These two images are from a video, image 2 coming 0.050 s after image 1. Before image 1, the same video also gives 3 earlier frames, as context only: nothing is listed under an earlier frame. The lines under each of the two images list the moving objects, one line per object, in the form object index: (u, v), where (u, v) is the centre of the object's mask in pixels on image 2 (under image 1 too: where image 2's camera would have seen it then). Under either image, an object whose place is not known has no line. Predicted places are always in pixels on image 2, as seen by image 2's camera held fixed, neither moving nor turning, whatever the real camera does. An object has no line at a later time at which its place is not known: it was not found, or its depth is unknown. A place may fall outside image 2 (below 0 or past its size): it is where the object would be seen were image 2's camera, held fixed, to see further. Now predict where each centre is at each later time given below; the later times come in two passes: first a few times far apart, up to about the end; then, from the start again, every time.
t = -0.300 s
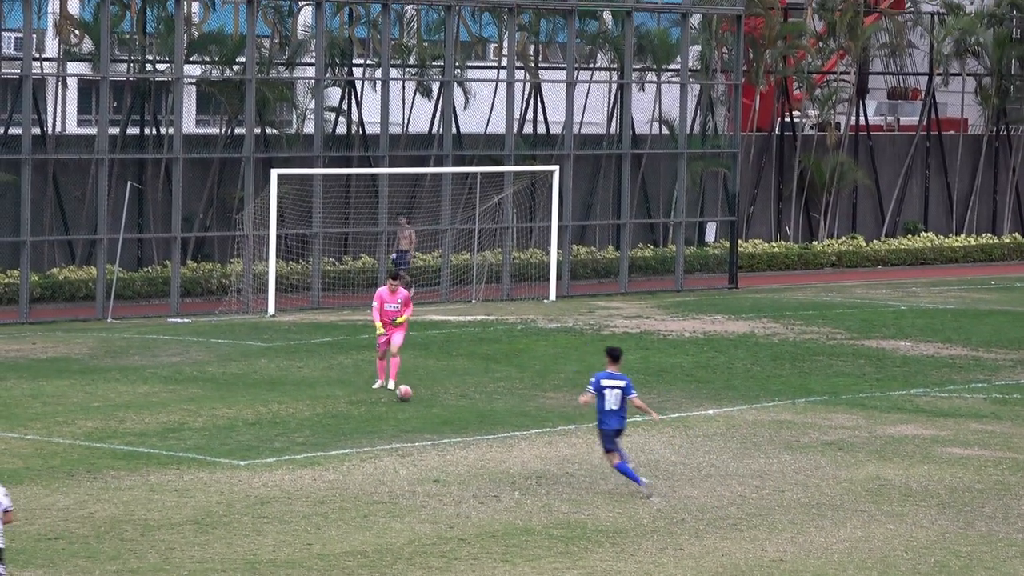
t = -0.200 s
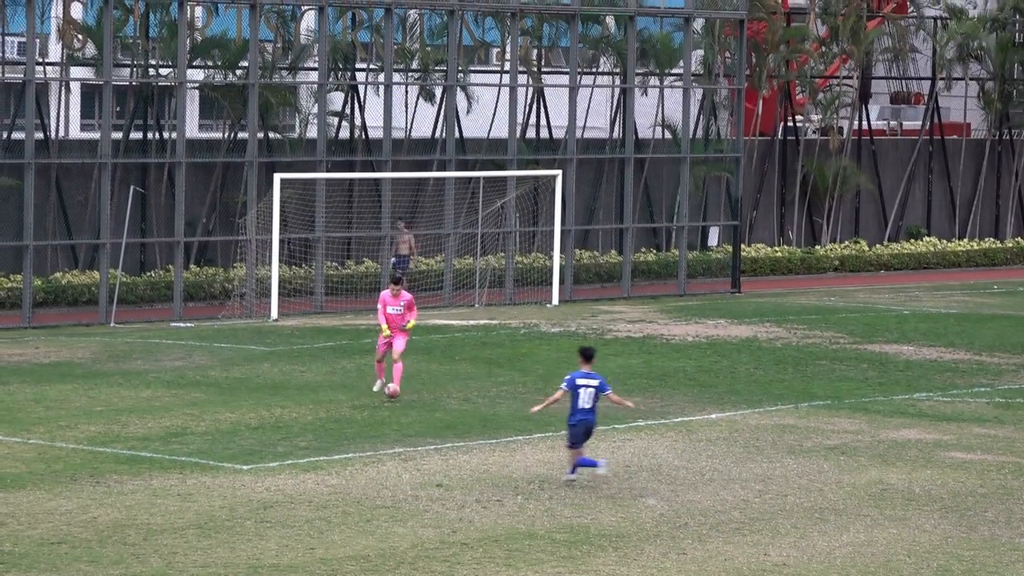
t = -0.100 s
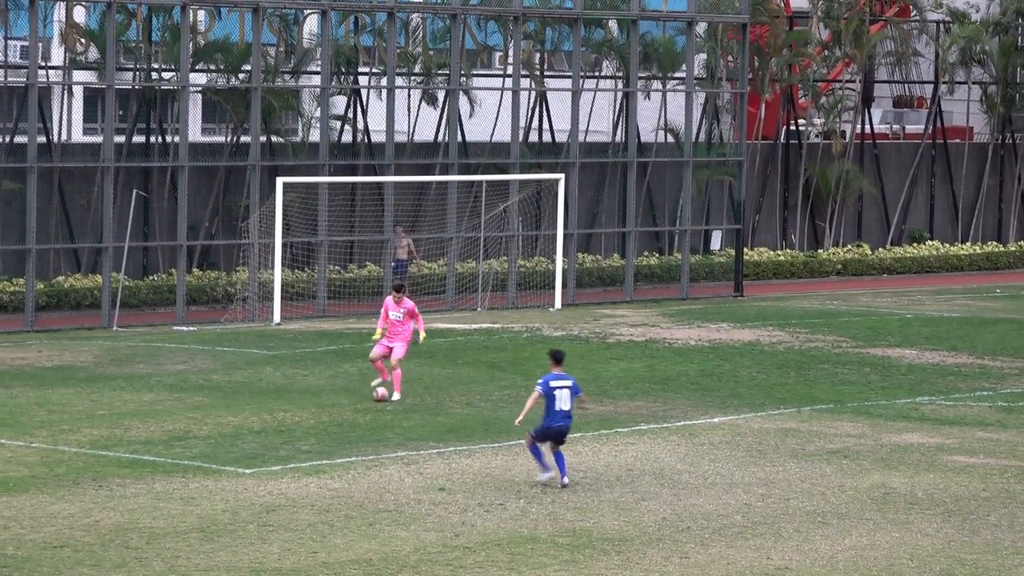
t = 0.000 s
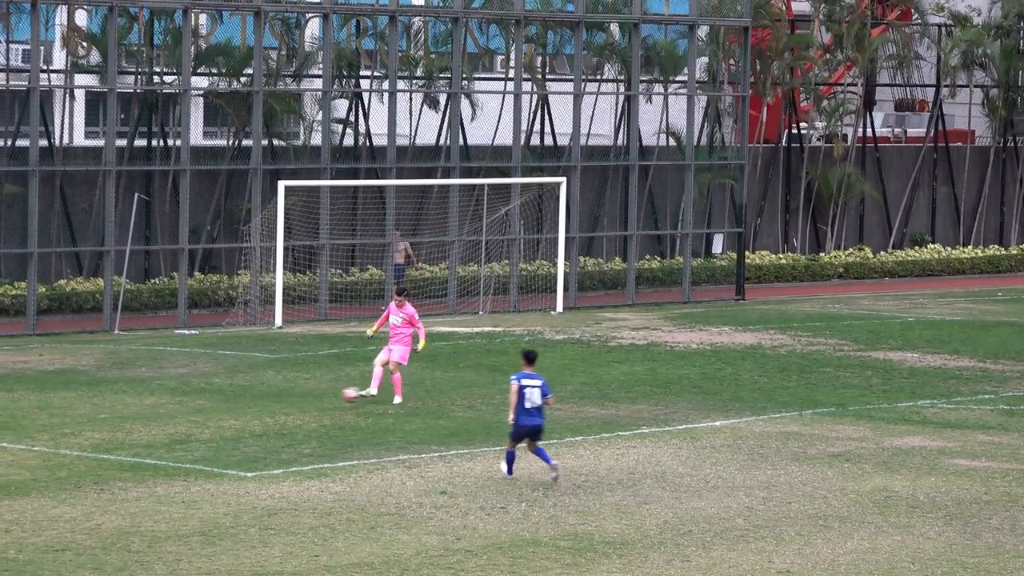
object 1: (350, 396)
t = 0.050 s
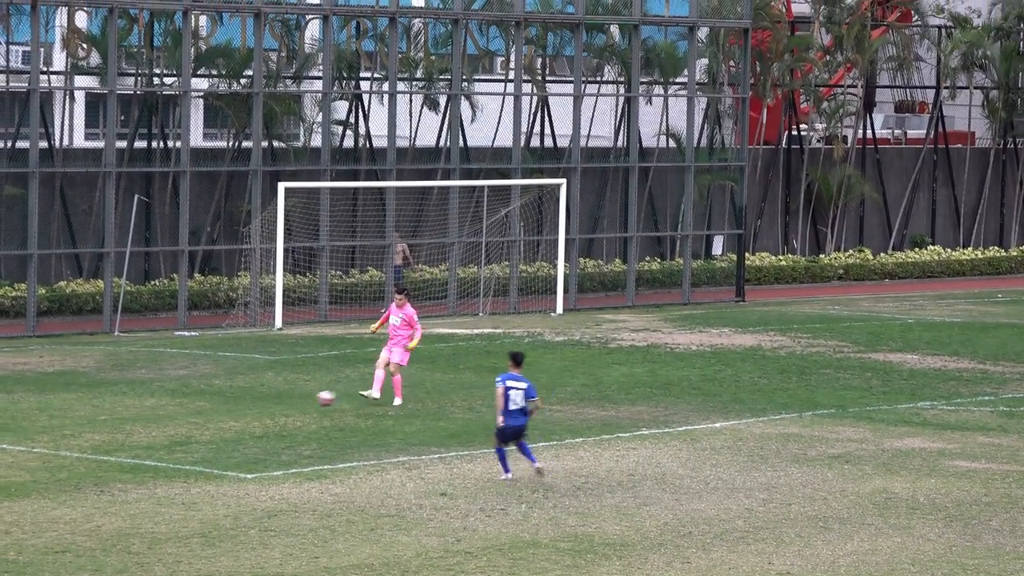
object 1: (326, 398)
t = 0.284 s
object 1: (199, 425)
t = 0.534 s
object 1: (64, 451)
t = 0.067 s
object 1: (317, 399)
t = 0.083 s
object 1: (309, 400)
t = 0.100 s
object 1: (300, 401)
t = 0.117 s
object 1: (291, 403)
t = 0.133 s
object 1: (282, 404)
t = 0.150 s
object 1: (272, 406)
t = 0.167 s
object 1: (264, 407)
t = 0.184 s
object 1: (255, 409)
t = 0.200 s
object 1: (245, 411)
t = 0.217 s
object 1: (236, 413)
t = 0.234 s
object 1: (227, 416)
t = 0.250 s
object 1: (218, 420)
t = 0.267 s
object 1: (208, 422)
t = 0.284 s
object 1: (199, 425)
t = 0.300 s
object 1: (189, 428)
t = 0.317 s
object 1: (179, 432)
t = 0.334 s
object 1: (170, 436)
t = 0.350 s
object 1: (159, 439)
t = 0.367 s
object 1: (149, 441)
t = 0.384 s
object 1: (141, 442)
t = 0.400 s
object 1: (133, 442)
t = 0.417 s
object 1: (124, 442)
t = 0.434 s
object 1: (115, 443)
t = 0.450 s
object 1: (108, 443)
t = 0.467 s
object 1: (98, 444)
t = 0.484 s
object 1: (90, 445)
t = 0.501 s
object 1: (81, 448)
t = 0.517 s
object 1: (73, 449)
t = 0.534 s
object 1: (64, 451)
